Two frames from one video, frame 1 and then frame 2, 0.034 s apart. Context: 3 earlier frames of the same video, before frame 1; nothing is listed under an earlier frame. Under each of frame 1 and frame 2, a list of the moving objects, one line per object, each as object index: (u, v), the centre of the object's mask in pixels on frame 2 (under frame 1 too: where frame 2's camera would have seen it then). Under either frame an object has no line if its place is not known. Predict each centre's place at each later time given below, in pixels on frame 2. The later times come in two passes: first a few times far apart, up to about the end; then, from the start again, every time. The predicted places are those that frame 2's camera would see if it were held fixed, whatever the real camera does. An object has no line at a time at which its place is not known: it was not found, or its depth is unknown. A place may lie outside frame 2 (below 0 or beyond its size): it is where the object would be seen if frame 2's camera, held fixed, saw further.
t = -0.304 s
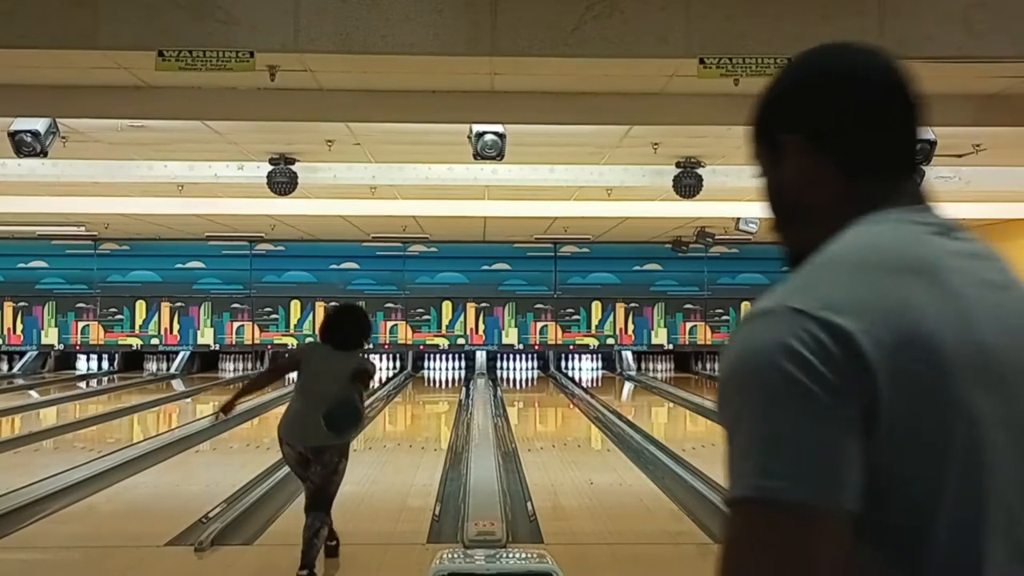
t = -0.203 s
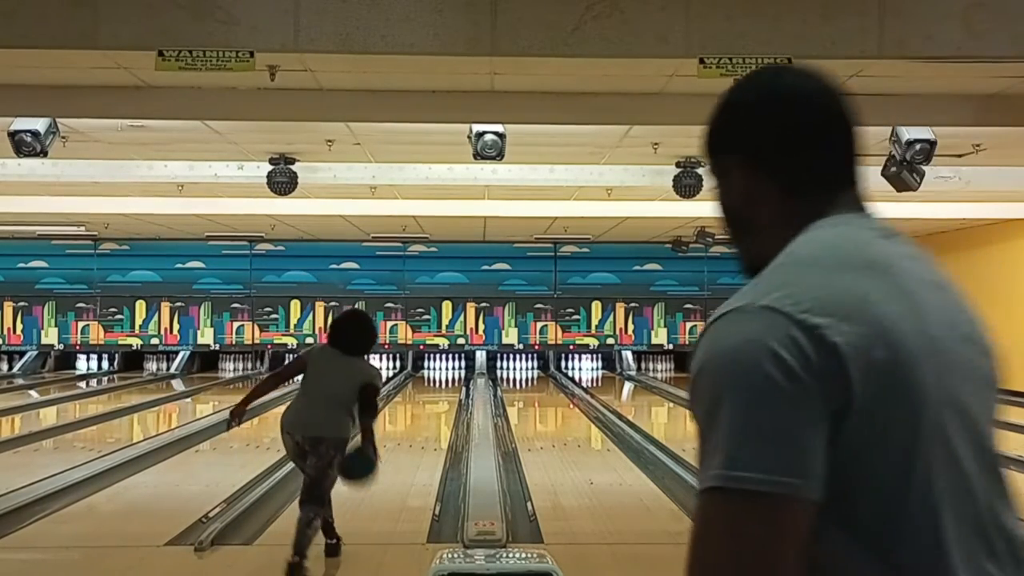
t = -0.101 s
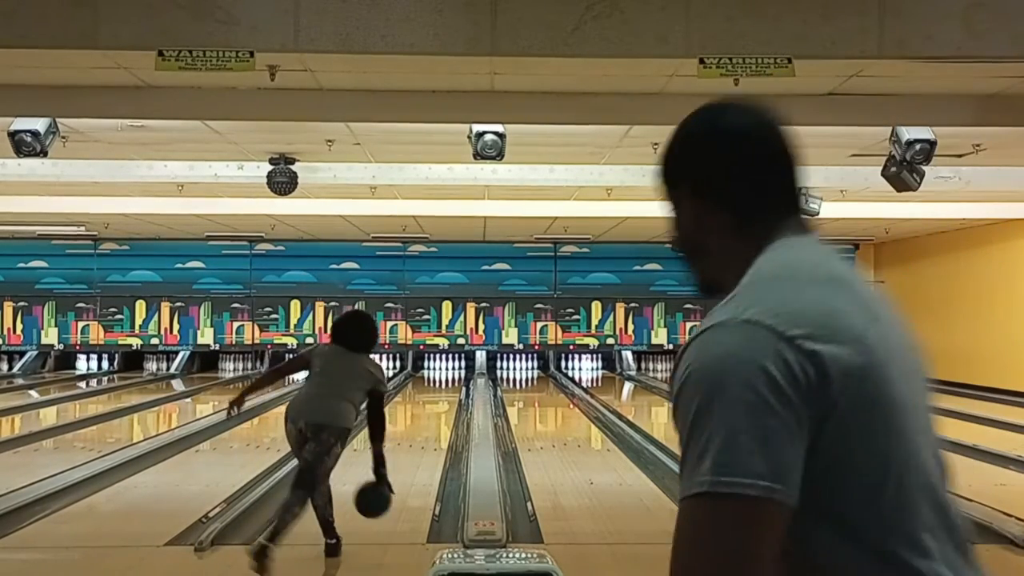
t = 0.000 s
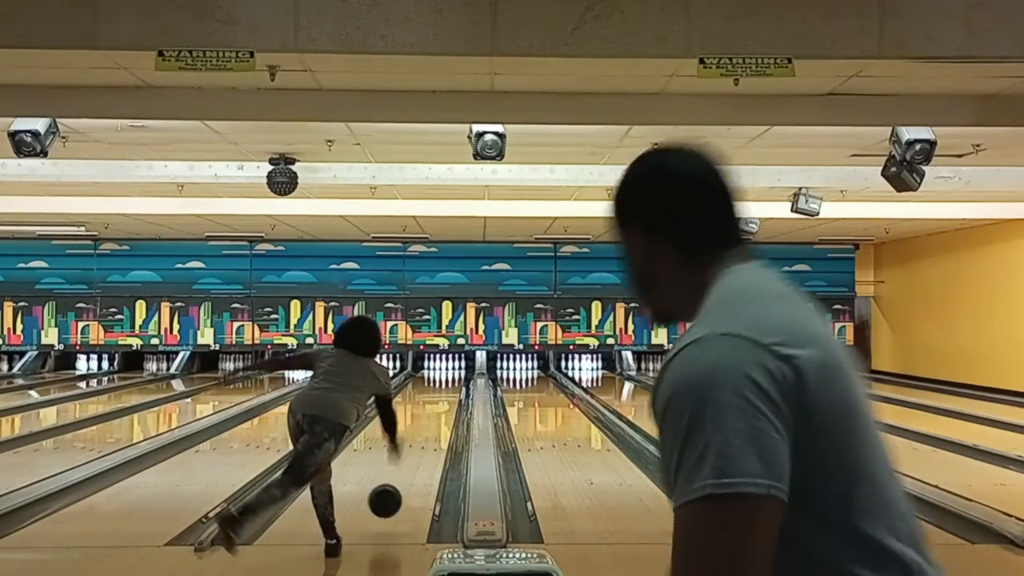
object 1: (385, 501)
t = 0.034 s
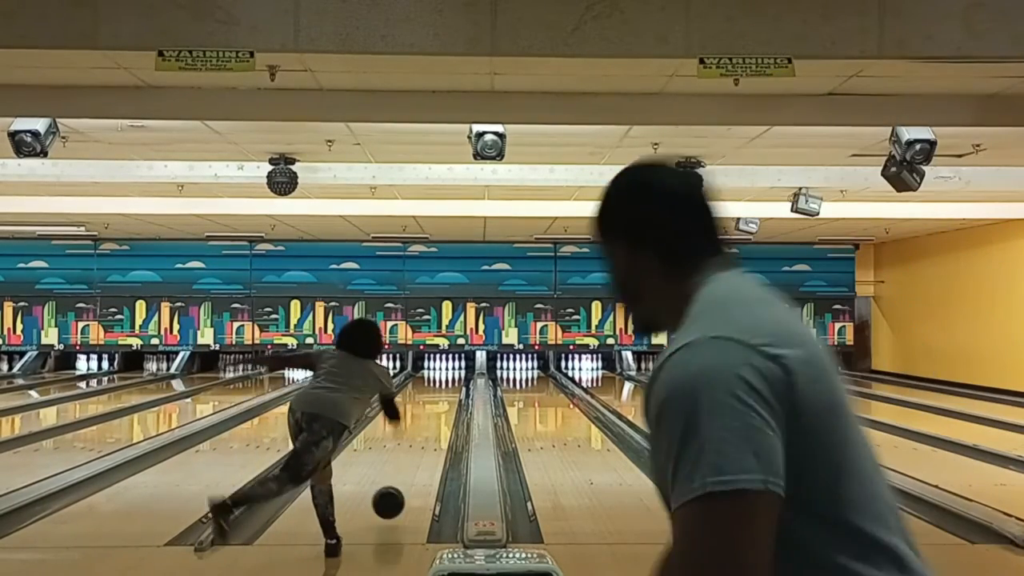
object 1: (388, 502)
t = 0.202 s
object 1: (402, 481)
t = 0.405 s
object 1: (414, 456)
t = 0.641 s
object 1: (424, 435)
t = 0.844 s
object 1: (431, 422)
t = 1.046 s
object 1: (436, 411)
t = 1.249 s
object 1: (440, 402)
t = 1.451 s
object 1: (442, 395)
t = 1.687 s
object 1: (445, 388)
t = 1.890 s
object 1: (446, 382)
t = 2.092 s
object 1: (448, 378)
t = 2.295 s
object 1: (448, 375)
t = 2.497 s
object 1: (448, 372)
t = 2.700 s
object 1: (448, 368)
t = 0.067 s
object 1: (391, 503)
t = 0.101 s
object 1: (394, 497)
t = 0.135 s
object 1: (397, 492)
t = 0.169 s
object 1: (400, 486)
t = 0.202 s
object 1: (402, 481)
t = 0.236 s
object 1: (405, 476)
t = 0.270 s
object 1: (407, 472)
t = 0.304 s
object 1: (409, 468)
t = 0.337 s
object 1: (411, 464)
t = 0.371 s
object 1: (412, 460)
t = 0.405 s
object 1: (414, 456)
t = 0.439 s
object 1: (416, 453)
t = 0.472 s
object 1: (418, 450)
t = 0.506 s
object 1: (419, 446)
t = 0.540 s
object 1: (421, 443)
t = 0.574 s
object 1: (422, 440)
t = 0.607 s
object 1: (423, 438)
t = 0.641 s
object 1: (424, 435)
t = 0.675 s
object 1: (426, 433)
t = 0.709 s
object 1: (427, 430)
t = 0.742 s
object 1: (428, 428)
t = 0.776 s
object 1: (429, 426)
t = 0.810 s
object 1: (430, 423)
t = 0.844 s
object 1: (431, 422)
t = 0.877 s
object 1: (432, 420)
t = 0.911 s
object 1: (433, 418)
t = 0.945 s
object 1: (434, 416)
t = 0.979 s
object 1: (434, 414)
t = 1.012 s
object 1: (435, 413)
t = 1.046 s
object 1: (436, 411)
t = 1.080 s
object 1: (437, 409)
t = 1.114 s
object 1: (437, 408)
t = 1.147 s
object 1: (438, 406)
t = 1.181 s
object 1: (438, 405)
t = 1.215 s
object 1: (439, 403)
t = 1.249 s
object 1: (440, 402)
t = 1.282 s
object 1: (440, 400)
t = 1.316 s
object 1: (441, 399)
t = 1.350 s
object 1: (441, 398)
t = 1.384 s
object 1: (442, 396)
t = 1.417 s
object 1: (442, 395)
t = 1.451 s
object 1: (442, 395)
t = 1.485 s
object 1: (443, 393)
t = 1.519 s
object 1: (443, 393)
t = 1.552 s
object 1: (444, 392)
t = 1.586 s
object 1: (444, 391)
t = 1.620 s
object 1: (444, 390)
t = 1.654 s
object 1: (444, 389)
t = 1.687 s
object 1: (445, 388)
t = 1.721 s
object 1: (445, 387)
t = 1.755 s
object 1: (445, 386)
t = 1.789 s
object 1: (446, 385)
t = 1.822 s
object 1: (446, 384)
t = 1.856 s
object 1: (447, 383)
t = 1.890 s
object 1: (446, 382)
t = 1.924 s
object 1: (447, 382)
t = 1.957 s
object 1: (447, 381)
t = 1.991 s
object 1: (447, 380)
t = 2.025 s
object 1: (448, 380)
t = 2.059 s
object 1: (448, 379)
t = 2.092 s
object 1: (448, 378)
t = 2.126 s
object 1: (448, 378)
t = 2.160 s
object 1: (448, 377)
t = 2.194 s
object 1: (448, 377)
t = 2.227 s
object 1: (448, 376)
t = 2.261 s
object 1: (448, 376)
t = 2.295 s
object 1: (448, 375)
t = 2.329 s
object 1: (448, 374)
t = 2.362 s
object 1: (449, 373)
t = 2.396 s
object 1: (449, 373)
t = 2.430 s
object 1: (449, 373)
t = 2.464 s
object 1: (449, 372)
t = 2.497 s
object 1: (448, 372)
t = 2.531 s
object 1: (448, 372)
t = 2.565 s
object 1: (448, 371)
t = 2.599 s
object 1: (448, 370)
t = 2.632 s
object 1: (448, 370)
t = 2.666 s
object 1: (448, 369)
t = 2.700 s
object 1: (448, 368)
